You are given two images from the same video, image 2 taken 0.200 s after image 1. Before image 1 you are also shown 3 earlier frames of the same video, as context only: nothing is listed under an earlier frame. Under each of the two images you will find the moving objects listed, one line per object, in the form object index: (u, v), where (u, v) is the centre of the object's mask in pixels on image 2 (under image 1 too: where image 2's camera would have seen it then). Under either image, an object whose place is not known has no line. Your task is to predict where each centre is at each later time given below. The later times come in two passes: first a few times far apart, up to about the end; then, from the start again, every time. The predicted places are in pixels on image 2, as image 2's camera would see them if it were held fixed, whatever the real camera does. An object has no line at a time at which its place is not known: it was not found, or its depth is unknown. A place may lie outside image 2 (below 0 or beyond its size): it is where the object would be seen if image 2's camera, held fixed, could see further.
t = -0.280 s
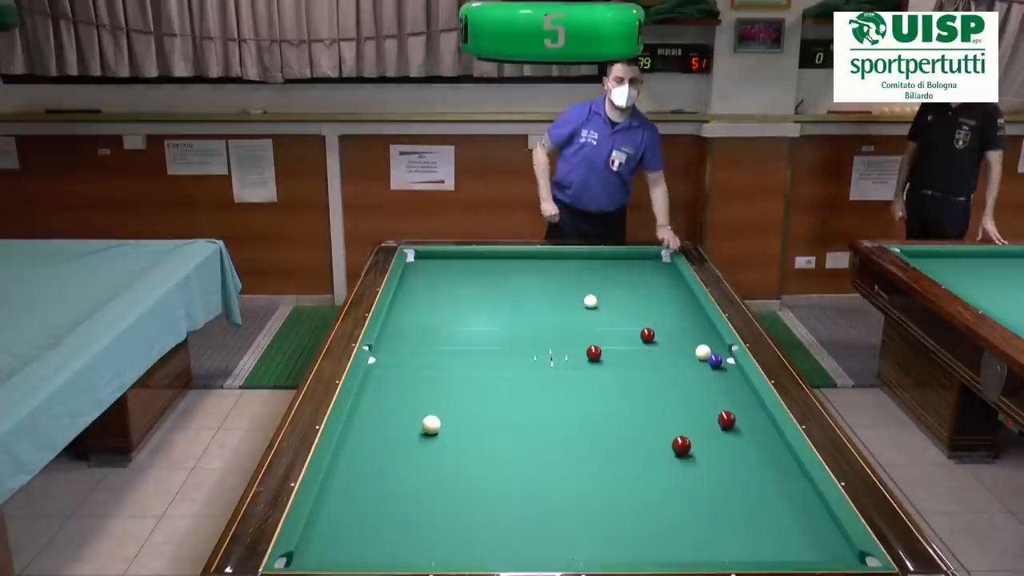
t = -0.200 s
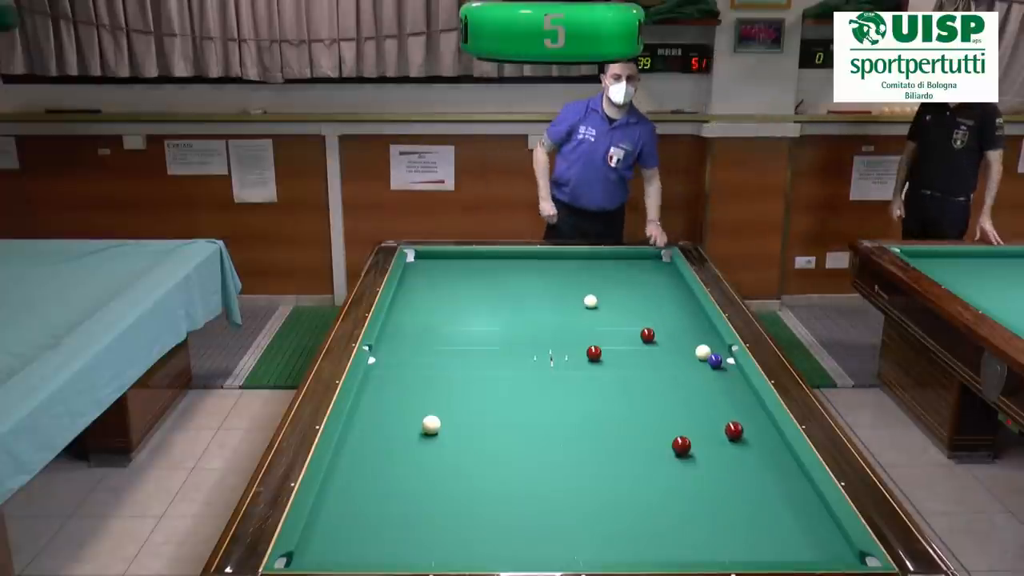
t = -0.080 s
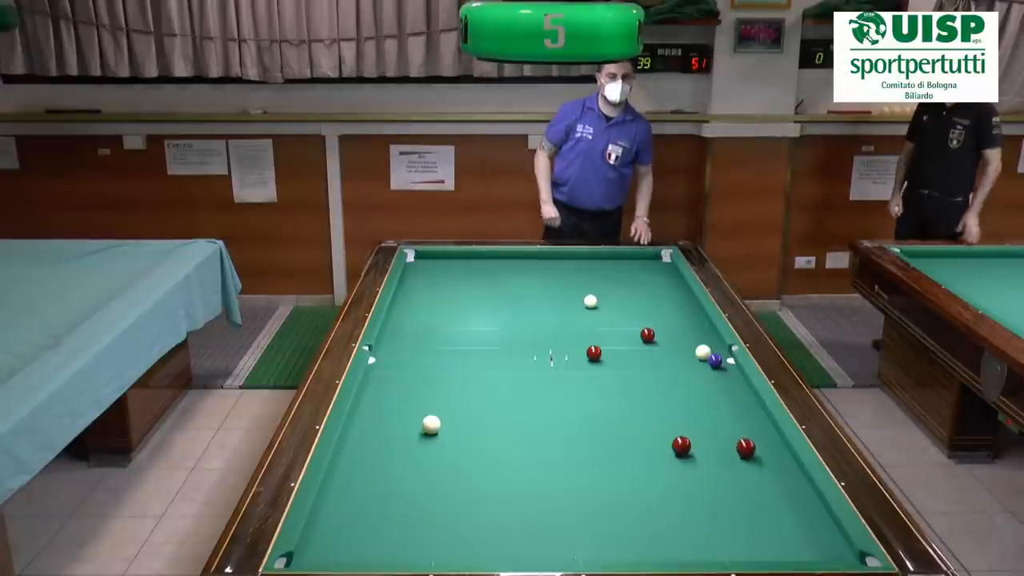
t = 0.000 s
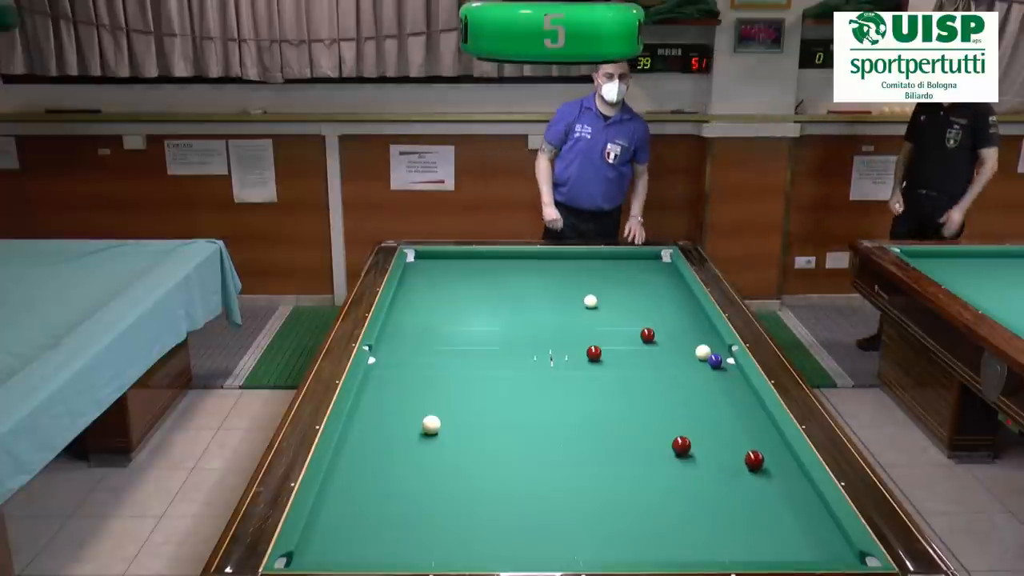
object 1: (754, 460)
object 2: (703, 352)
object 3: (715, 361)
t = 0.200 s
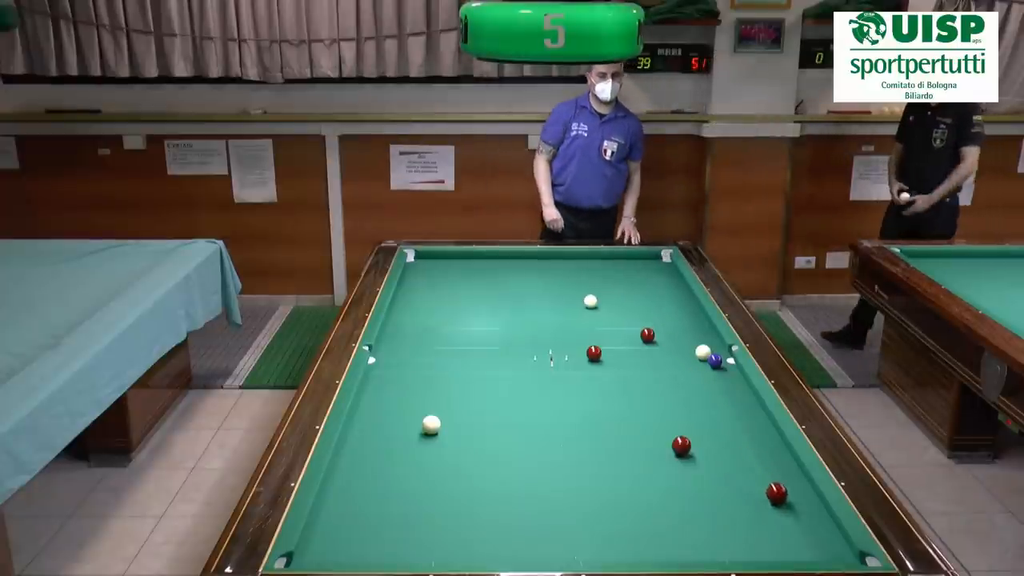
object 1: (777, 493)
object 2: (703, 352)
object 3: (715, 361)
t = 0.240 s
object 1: (781, 500)
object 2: (703, 352)
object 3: (715, 361)
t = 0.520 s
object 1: (820, 552)
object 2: (703, 352)
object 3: (715, 361)
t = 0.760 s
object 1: (810, 531)
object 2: (703, 352)
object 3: (715, 361)
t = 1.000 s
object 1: (798, 502)
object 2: (703, 352)
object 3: (715, 361)
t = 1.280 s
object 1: (785, 473)
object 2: (703, 352)
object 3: (715, 361)
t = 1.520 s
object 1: (775, 450)
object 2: (703, 352)
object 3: (715, 361)
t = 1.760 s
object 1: (766, 430)
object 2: (703, 352)
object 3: (715, 361)
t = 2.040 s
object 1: (756, 409)
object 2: (703, 352)
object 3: (715, 361)
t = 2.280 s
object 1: (745, 394)
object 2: (703, 352)
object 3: (715, 361)
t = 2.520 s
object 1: (735, 380)
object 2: (703, 352)
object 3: (715, 361)
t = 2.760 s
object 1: (725, 368)
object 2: (703, 352)
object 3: (714, 360)
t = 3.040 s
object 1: (726, 361)
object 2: (696, 348)
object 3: (710, 358)
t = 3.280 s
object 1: (724, 357)
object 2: (689, 343)
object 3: (707, 358)
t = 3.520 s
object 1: (720, 355)
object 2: (682, 338)
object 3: (703, 357)
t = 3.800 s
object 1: (717, 352)
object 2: (674, 333)
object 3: (699, 356)
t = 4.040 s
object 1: (715, 349)
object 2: (669, 330)
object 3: (696, 356)
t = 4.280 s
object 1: (713, 347)
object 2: (663, 326)
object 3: (693, 355)
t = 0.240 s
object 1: (781, 500)
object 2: (703, 352)
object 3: (715, 361)
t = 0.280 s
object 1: (787, 508)
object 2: (703, 352)
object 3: (715, 361)
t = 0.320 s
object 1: (792, 516)
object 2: (703, 352)
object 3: (715, 361)
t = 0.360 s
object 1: (797, 523)
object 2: (703, 352)
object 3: (715, 361)
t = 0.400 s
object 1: (803, 531)
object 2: (703, 352)
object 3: (715, 361)
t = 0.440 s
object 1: (808, 539)
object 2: (703, 352)
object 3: (715, 361)
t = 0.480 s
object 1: (814, 547)
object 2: (703, 352)
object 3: (715, 361)
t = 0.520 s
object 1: (820, 552)
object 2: (703, 352)
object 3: (715, 361)
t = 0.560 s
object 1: (823, 555)
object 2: (703, 352)
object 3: (715, 361)
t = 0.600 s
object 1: (820, 551)
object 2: (703, 352)
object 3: (715, 361)
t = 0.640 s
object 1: (818, 547)
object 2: (703, 352)
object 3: (715, 361)
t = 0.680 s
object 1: (815, 542)
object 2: (703, 352)
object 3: (715, 361)
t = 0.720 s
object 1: (813, 537)
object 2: (703, 352)
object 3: (715, 361)
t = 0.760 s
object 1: (810, 531)
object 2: (703, 352)
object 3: (715, 361)
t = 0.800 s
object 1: (808, 526)
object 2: (703, 352)
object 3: (715, 361)
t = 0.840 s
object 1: (806, 521)
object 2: (703, 352)
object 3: (715, 361)
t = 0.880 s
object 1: (804, 517)
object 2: (703, 352)
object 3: (715, 361)
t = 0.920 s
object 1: (802, 511)
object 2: (703, 352)
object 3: (715, 361)
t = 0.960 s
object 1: (799, 507)
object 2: (703, 352)
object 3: (715, 361)
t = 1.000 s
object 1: (798, 502)
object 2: (703, 352)
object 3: (715, 361)
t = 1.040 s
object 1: (796, 498)
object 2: (703, 352)
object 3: (715, 361)
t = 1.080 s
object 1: (794, 494)
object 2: (703, 352)
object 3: (715, 361)
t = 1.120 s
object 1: (792, 489)
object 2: (703, 352)
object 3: (715, 361)
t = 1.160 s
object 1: (790, 485)
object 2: (703, 352)
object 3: (715, 361)
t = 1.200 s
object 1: (788, 481)
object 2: (703, 352)
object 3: (715, 361)
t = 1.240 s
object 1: (786, 477)
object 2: (703, 352)
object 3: (715, 361)
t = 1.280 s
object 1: (785, 473)
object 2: (703, 352)
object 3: (715, 361)
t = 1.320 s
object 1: (783, 469)
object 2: (703, 352)
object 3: (715, 361)
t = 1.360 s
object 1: (781, 465)
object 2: (703, 352)
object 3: (715, 361)
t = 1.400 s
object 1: (780, 461)
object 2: (703, 352)
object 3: (715, 361)
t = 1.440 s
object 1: (778, 457)
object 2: (703, 352)
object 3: (715, 361)
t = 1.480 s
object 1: (776, 453)
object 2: (703, 352)
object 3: (715, 361)
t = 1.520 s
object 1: (775, 450)
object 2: (703, 352)
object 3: (715, 361)
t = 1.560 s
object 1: (773, 447)
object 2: (703, 352)
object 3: (715, 361)
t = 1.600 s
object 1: (772, 443)
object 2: (703, 352)
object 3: (715, 361)
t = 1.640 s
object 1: (770, 440)
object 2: (703, 352)
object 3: (715, 361)
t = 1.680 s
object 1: (769, 436)
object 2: (703, 352)
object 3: (715, 361)
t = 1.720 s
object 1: (768, 433)
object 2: (703, 352)
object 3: (715, 361)
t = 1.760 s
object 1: (766, 430)
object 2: (703, 352)
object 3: (715, 361)
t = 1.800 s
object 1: (765, 427)
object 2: (703, 352)
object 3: (715, 361)
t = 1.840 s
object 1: (763, 424)
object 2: (703, 352)
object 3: (715, 361)
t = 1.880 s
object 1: (762, 421)
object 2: (703, 352)
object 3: (715, 361)
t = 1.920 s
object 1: (761, 418)
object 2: (703, 352)
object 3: (715, 361)
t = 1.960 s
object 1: (759, 415)
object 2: (703, 352)
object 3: (715, 361)
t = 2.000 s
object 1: (758, 412)
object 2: (703, 352)
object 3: (715, 361)
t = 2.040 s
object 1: (756, 409)
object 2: (703, 352)
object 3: (715, 361)
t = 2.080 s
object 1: (754, 407)
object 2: (703, 352)
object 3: (715, 361)
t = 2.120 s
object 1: (752, 404)
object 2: (703, 352)
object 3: (715, 361)
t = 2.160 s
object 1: (751, 402)
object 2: (703, 352)
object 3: (715, 361)
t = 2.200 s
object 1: (749, 399)
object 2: (703, 352)
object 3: (715, 361)
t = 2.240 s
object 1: (747, 397)
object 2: (703, 352)
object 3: (715, 361)
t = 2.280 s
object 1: (745, 394)
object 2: (703, 352)
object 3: (715, 361)
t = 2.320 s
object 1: (743, 392)
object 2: (703, 352)
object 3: (715, 361)
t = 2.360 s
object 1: (742, 389)
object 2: (703, 352)
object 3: (715, 361)
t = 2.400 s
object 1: (740, 387)
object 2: (703, 352)
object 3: (715, 361)
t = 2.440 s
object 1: (738, 385)
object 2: (703, 352)
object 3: (715, 361)
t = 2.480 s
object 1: (737, 382)
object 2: (703, 352)
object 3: (715, 361)
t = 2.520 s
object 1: (735, 380)
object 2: (703, 352)
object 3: (715, 361)
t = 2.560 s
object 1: (733, 378)
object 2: (703, 352)
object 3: (715, 361)
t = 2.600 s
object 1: (732, 376)
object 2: (703, 352)
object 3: (715, 361)
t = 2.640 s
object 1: (730, 374)
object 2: (703, 352)
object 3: (715, 361)
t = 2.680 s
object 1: (729, 372)
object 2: (703, 352)
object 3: (715, 361)
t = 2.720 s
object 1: (727, 370)
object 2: (703, 352)
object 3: (715, 361)
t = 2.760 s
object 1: (725, 368)
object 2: (703, 352)
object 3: (714, 360)
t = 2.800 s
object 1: (725, 366)
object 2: (703, 352)
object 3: (713, 360)
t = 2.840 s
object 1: (725, 365)
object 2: (702, 351)
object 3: (712, 359)
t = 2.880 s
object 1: (725, 364)
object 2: (701, 350)
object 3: (711, 359)
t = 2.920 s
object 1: (726, 363)
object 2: (699, 349)
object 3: (711, 359)
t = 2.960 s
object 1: (726, 363)
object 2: (698, 349)
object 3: (711, 358)
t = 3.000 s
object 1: (726, 362)
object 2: (697, 348)
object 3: (711, 358)
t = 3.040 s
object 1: (726, 361)
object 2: (696, 348)
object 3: (710, 358)
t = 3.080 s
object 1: (726, 361)
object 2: (695, 347)
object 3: (710, 358)
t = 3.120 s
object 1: (726, 360)
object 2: (694, 346)
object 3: (710, 358)
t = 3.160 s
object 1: (725, 359)
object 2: (693, 345)
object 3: (709, 358)
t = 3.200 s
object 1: (725, 359)
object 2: (691, 344)
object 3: (708, 358)
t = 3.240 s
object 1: (724, 358)
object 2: (690, 344)
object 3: (707, 358)
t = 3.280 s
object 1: (724, 357)
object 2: (689, 343)
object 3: (707, 358)
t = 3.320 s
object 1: (723, 357)
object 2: (688, 342)
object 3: (706, 358)
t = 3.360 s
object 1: (723, 356)
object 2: (687, 341)
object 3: (705, 358)
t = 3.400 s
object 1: (722, 356)
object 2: (685, 341)
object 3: (705, 358)
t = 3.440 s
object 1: (721, 356)
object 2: (684, 340)
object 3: (704, 357)
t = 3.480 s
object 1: (721, 355)
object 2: (683, 339)
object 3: (703, 357)
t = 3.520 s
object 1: (720, 355)
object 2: (682, 338)
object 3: (703, 357)
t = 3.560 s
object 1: (720, 354)
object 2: (681, 338)
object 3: (702, 357)
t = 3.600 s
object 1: (719, 354)
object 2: (680, 337)
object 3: (702, 357)
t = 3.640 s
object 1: (719, 353)
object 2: (679, 336)
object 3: (701, 357)
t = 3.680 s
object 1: (718, 353)
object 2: (678, 336)
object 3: (700, 357)
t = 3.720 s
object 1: (718, 352)
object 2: (677, 335)
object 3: (700, 357)
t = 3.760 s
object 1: (718, 352)
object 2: (676, 334)
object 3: (699, 356)
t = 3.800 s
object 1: (717, 352)
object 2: (674, 333)
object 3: (699, 356)
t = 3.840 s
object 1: (717, 351)
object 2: (673, 333)
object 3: (698, 356)
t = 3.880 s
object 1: (716, 351)
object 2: (673, 332)
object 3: (698, 356)
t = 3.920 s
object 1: (716, 350)
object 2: (671, 332)
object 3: (697, 356)
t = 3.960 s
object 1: (715, 350)
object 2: (671, 331)
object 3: (696, 356)
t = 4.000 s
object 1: (715, 350)
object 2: (670, 330)
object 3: (696, 356)
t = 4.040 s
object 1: (715, 349)
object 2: (669, 330)
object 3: (696, 356)
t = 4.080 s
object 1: (715, 349)
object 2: (668, 329)
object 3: (695, 356)
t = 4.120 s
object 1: (714, 349)
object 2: (667, 329)
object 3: (695, 356)
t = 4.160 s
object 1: (714, 348)
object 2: (666, 328)
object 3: (694, 356)
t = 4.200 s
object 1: (713, 348)
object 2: (665, 327)
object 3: (694, 356)
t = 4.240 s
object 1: (713, 347)
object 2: (664, 327)
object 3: (694, 355)
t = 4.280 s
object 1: (713, 347)
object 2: (663, 326)
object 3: (693, 355)
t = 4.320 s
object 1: (712, 347)
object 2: (662, 326)
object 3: (693, 355)
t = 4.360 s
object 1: (712, 346)
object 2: (661, 325)
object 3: (692, 355)
